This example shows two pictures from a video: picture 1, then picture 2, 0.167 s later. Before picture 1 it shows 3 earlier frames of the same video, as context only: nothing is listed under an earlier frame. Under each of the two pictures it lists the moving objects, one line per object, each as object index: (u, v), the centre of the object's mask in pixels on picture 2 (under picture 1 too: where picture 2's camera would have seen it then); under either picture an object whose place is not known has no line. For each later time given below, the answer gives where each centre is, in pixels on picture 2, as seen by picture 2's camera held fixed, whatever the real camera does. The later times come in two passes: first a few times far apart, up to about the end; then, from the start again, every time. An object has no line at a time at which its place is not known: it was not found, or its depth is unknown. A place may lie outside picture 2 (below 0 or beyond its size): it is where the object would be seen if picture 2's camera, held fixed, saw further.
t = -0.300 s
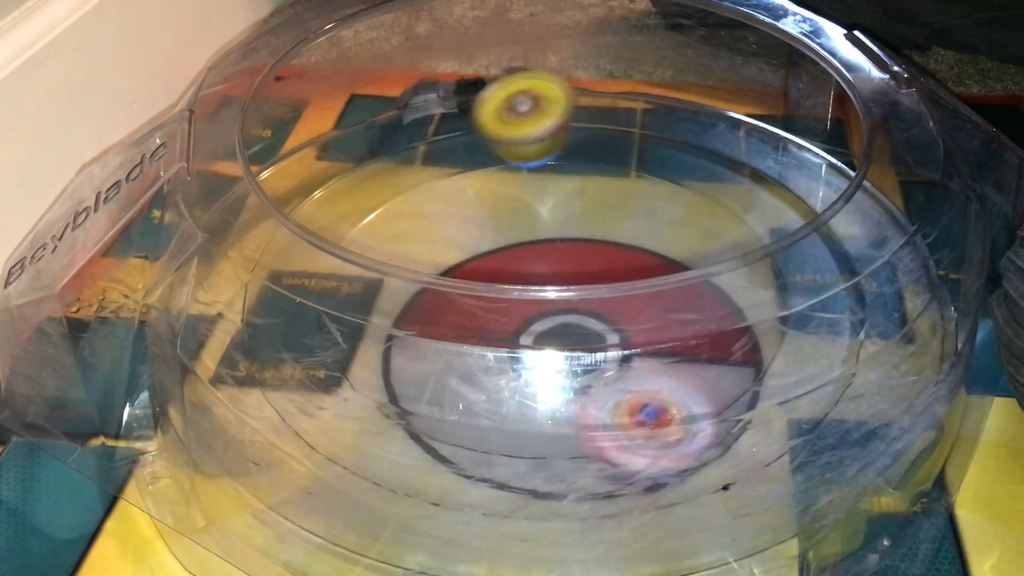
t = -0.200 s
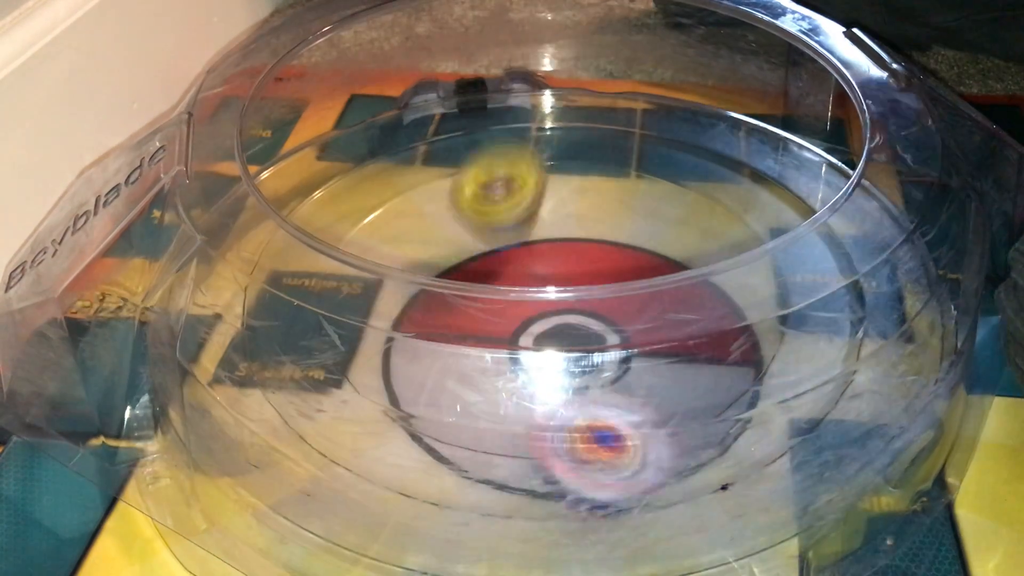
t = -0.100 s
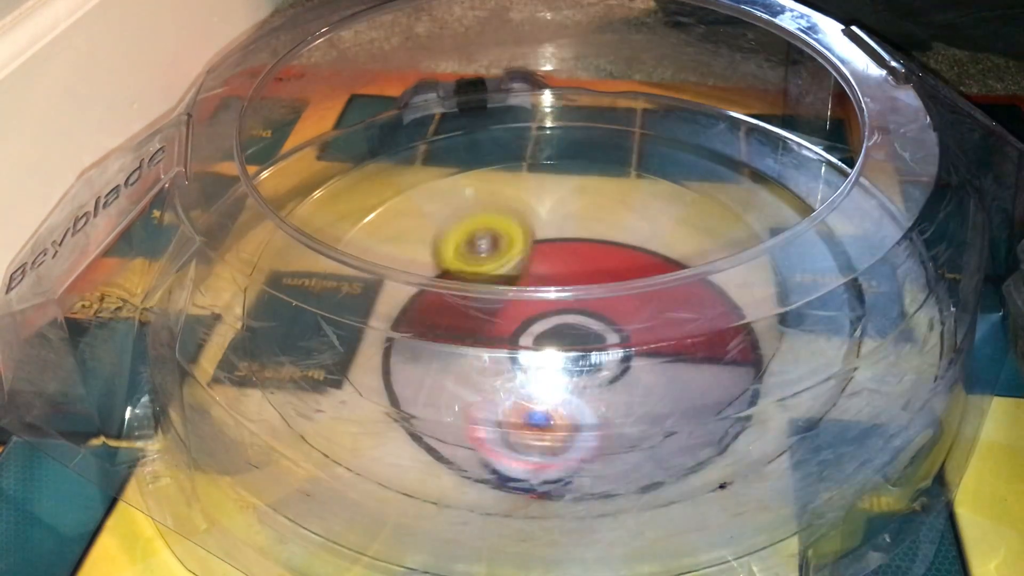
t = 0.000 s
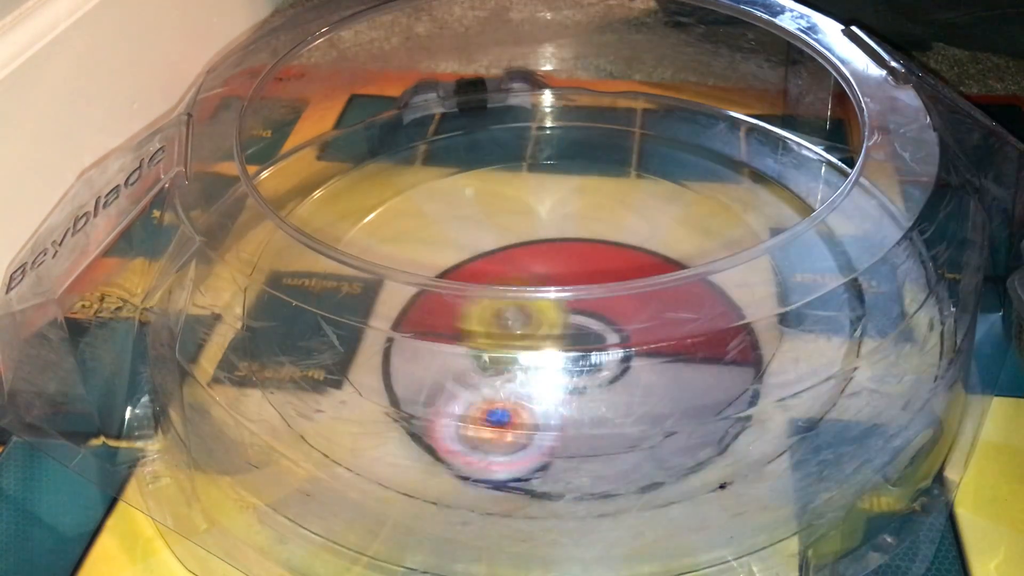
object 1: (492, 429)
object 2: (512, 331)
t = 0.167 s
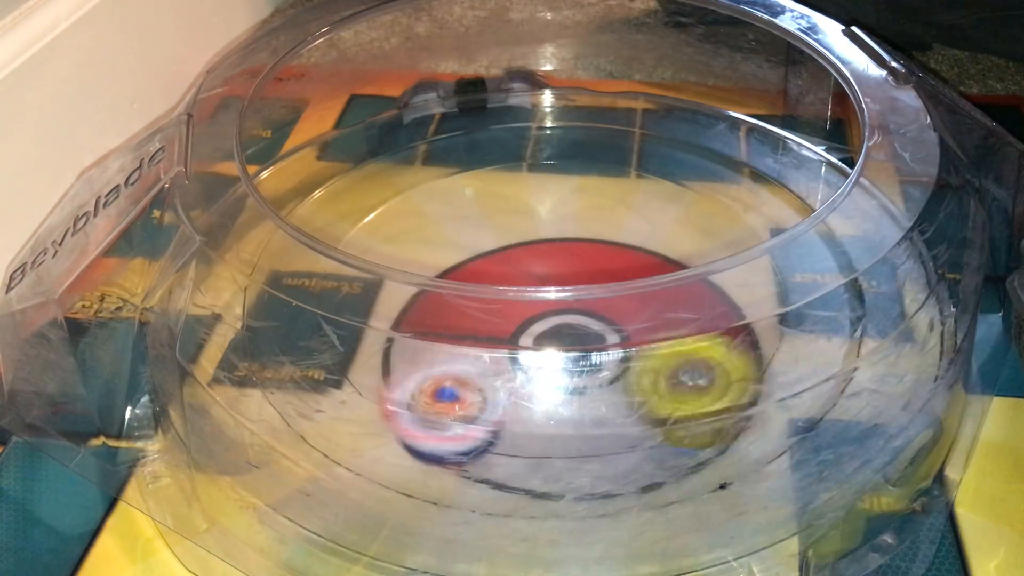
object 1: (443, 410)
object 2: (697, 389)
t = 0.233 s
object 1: (430, 385)
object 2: (774, 400)
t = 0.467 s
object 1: (434, 253)
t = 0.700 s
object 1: (644, 152)
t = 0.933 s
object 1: (799, 174)
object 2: (641, 300)
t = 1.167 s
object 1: (814, 228)
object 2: (432, 223)
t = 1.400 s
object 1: (689, 306)
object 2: (343, 311)
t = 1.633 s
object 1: (438, 249)
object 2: (527, 414)
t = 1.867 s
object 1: (487, 128)
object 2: (612, 436)
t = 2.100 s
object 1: (630, 175)
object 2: (603, 377)
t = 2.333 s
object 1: (729, 224)
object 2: (506, 311)
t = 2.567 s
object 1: (695, 228)
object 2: (451, 290)
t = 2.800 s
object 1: (554, 240)
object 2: (487, 301)
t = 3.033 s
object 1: (560, 184)
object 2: (506, 291)
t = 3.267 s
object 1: (592, 159)
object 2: (523, 284)
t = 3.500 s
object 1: (617, 179)
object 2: (557, 272)
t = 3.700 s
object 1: (618, 240)
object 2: (509, 287)
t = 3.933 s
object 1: (606, 281)
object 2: (446, 329)
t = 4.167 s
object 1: (570, 263)
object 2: (444, 325)
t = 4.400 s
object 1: (593, 215)
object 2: (505, 279)
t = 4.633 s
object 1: (636, 232)
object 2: (520, 233)
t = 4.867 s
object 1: (522, 294)
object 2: (526, 217)
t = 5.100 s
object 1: (431, 247)
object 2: (560, 251)
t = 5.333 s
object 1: (523, 234)
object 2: (626, 279)
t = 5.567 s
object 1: (580, 244)
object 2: (663, 305)
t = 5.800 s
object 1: (499, 256)
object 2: (612, 329)
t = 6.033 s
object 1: (484, 236)
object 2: (518, 314)
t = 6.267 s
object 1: (563, 251)
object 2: (493, 308)
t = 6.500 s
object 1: (608, 296)
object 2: (499, 281)
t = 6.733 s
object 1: (533, 302)
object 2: (516, 226)
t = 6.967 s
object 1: (543, 264)
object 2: (535, 195)
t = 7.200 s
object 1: (590, 268)
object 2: (555, 218)
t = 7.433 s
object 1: (544, 322)
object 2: (572, 255)
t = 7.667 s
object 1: (479, 296)
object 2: (593, 289)
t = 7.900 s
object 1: (502, 232)
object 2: (595, 284)
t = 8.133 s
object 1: (577, 207)
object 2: (570, 297)
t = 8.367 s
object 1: (617, 251)
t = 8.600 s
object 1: (602, 297)
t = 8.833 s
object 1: (566, 287)
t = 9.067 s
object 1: (606, 263)
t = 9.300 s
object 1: (636, 292)
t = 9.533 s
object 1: (577, 323)
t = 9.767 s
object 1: (483, 321)
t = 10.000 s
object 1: (448, 276)
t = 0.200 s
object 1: (435, 400)
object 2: (736, 396)
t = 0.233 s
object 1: (430, 385)
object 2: (774, 400)
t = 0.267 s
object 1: (421, 378)
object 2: (797, 382)
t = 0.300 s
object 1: (423, 360)
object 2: (820, 382)
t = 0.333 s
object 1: (417, 344)
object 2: (838, 381)
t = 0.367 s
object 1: (413, 327)
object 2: (856, 380)
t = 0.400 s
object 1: (412, 307)
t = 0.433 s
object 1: (419, 283)
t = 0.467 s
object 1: (434, 253)
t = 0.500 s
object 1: (448, 237)
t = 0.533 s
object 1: (472, 215)
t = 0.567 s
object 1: (500, 197)
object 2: (845, 363)
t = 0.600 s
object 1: (534, 181)
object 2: (835, 362)
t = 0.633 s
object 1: (571, 165)
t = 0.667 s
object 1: (609, 157)
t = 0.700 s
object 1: (644, 152)
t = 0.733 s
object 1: (675, 149)
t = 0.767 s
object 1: (705, 152)
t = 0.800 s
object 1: (733, 158)
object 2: (731, 342)
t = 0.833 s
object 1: (754, 165)
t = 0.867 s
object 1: (773, 169)
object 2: (687, 329)
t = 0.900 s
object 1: (789, 172)
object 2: (668, 320)
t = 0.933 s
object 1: (799, 174)
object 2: (641, 300)
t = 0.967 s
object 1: (806, 176)
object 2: (613, 282)
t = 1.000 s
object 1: (809, 179)
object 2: (583, 258)
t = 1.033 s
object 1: (822, 195)
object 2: (553, 253)
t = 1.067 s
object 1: (824, 205)
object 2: (517, 244)
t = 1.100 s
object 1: (824, 216)
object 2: (487, 235)
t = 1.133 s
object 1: (819, 223)
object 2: (459, 225)
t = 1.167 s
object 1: (814, 228)
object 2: (432, 223)
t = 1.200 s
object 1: (806, 234)
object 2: (410, 224)
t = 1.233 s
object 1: (796, 240)
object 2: (388, 226)
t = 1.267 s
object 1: (784, 245)
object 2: (371, 236)
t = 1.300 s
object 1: (770, 256)
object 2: (354, 253)
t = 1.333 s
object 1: (747, 267)
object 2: (344, 269)
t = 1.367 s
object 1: (721, 280)
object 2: (335, 295)
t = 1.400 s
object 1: (689, 306)
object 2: (343, 311)
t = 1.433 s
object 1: (658, 314)
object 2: (355, 325)
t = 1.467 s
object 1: (613, 323)
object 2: (374, 344)
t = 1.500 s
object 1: (565, 324)
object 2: (402, 362)
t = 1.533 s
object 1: (512, 317)
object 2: (441, 378)
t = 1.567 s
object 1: (479, 300)
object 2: (467, 394)
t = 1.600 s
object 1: (456, 283)
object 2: (494, 406)
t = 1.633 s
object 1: (438, 249)
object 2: (527, 414)
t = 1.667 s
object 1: (428, 227)
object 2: (553, 425)
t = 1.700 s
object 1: (427, 203)
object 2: (573, 432)
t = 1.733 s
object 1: (431, 180)
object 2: (591, 438)
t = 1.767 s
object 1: (441, 160)
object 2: (602, 440)
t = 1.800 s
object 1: (454, 146)
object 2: (608, 439)
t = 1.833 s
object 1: (468, 135)
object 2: (611, 437)
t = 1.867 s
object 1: (487, 128)
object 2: (612, 436)
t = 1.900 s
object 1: (506, 125)
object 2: (612, 433)
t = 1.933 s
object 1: (530, 126)
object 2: (609, 427)
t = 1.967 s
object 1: (556, 131)
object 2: (608, 422)
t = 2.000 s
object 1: (578, 137)
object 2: (606, 413)
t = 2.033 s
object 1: (596, 147)
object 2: (604, 406)
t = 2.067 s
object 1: (614, 160)
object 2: (602, 398)
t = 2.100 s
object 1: (630, 175)
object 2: (603, 377)
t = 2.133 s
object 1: (643, 197)
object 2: (603, 362)
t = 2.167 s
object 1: (653, 224)
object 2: (607, 342)
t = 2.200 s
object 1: (656, 240)
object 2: (607, 330)
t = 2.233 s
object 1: (678, 240)
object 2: (581, 332)
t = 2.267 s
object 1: (696, 232)
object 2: (553, 322)
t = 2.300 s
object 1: (717, 229)
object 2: (527, 317)
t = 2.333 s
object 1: (729, 224)
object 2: (506, 311)
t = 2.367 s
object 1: (736, 221)
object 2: (490, 305)
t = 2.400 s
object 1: (738, 220)
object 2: (477, 302)
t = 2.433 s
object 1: (738, 219)
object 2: (467, 298)
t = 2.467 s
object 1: (733, 221)
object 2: (460, 294)
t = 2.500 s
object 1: (723, 224)
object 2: (455, 293)
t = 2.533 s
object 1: (711, 226)
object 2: (452, 291)
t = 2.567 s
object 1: (695, 228)
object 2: (451, 290)
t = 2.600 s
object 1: (677, 232)
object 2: (451, 291)
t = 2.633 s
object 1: (657, 235)
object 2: (453, 292)
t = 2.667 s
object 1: (635, 237)
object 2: (457, 293)
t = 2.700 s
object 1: (612, 241)
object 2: (463, 296)
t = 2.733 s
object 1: (590, 242)
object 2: (472, 298)
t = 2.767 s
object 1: (568, 243)
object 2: (482, 300)
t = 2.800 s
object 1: (554, 240)
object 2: (487, 301)
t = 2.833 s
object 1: (553, 228)
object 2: (482, 303)
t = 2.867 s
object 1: (556, 215)
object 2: (480, 304)
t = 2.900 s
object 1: (557, 206)
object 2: (480, 303)
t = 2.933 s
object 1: (559, 200)
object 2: (483, 301)
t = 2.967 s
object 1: (559, 195)
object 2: (488, 298)
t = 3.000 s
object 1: (560, 188)
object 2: (496, 295)
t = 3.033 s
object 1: (560, 184)
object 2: (506, 291)
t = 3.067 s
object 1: (561, 182)
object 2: (515, 286)
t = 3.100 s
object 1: (561, 183)
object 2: (524, 280)
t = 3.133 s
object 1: (562, 187)
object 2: (532, 273)
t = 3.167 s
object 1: (561, 189)
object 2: (532, 270)
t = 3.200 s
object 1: (571, 175)
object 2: (525, 278)
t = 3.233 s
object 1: (582, 166)
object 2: (523, 282)
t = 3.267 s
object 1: (592, 159)
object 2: (523, 284)
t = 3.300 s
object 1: (599, 153)
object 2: (526, 285)
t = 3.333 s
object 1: (605, 149)
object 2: (530, 285)
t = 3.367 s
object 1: (612, 147)
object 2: (535, 284)
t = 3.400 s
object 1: (617, 149)
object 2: (541, 282)
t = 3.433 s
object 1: (620, 156)
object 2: (547, 280)
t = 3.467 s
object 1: (620, 166)
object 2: (552, 276)
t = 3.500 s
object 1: (617, 179)
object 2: (557, 272)
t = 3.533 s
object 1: (611, 194)
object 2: (558, 268)
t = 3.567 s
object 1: (612, 202)
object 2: (549, 270)
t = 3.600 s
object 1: (617, 209)
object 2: (539, 274)
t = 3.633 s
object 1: (619, 220)
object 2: (532, 278)
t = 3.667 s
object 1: (616, 232)
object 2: (524, 282)
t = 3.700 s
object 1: (618, 240)
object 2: (509, 287)
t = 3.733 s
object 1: (621, 245)
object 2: (497, 293)
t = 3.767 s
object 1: (618, 254)
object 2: (490, 299)
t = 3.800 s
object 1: (611, 261)
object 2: (487, 305)
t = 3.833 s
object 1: (602, 273)
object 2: (487, 316)
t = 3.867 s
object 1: (598, 278)
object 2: (471, 322)
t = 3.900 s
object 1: (603, 280)
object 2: (455, 327)
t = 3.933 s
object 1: (606, 281)
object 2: (446, 329)
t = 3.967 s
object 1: (607, 282)
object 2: (437, 329)
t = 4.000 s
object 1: (606, 282)
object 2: (432, 329)
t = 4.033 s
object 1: (601, 283)
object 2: (430, 330)
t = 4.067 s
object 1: (595, 282)
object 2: (430, 329)
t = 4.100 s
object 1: (589, 275)
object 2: (433, 329)
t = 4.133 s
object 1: (578, 266)
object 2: (437, 328)
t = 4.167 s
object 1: (570, 263)
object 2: (444, 325)
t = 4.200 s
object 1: (566, 258)
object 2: (451, 319)
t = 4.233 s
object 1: (563, 251)
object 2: (461, 313)
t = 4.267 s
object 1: (561, 246)
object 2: (472, 304)
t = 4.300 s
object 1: (563, 236)
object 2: (486, 297)
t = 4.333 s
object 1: (566, 232)
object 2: (496, 292)
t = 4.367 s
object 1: (578, 224)
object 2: (501, 286)
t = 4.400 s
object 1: (593, 215)
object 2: (505, 279)
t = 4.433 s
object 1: (605, 208)
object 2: (508, 271)
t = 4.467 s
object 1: (616, 205)
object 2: (512, 256)
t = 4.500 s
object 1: (626, 204)
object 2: (515, 251)
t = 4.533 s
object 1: (635, 206)
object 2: (517, 245)
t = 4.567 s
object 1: (640, 211)
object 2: (518, 242)
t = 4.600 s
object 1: (640, 219)
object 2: (519, 237)
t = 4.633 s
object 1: (636, 232)
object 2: (520, 233)
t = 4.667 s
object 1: (627, 243)
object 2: (521, 228)
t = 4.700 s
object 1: (613, 251)
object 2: (522, 225)
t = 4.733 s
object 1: (599, 259)
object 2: (521, 223)
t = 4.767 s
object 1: (582, 264)
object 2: (521, 220)
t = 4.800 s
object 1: (568, 286)
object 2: (522, 218)
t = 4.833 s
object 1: (545, 292)
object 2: (524, 217)
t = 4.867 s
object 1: (522, 294)
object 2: (526, 217)
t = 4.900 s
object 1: (499, 292)
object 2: (529, 219)
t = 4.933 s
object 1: (480, 291)
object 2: (533, 228)
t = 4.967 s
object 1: (465, 284)
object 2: (536, 234)
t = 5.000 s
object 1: (451, 274)
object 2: (540, 239)
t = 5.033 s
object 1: (441, 258)
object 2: (545, 244)
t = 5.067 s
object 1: (434, 252)
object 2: (552, 248)
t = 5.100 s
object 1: (431, 247)
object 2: (560, 251)
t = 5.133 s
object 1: (434, 240)
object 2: (570, 262)
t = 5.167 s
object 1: (442, 236)
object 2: (579, 267)
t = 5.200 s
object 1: (452, 231)
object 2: (591, 272)
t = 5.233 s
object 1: (467, 229)
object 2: (602, 275)
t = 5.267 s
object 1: (485, 229)
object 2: (611, 277)
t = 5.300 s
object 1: (503, 231)
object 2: (620, 278)
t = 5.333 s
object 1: (523, 234)
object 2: (626, 279)
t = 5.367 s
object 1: (544, 236)
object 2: (631, 280)
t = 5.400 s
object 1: (551, 236)
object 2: (643, 286)
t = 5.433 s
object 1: (559, 231)
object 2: (654, 290)
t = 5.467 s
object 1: (567, 229)
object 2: (660, 295)
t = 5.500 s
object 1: (574, 232)
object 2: (664, 298)
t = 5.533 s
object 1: (578, 237)
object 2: (665, 301)
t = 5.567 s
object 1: (580, 244)
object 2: (663, 305)
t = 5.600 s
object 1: (577, 250)
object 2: (659, 310)
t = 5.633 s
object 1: (566, 257)
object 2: (656, 319)
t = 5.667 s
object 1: (554, 259)
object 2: (652, 323)
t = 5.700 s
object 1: (540, 259)
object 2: (645, 324)
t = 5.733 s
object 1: (527, 260)
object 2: (637, 326)
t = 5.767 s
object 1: (512, 258)
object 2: (626, 328)
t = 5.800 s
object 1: (499, 256)
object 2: (612, 329)
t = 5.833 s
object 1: (489, 254)
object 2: (599, 331)
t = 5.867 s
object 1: (481, 248)
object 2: (587, 324)
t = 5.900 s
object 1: (476, 244)
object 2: (573, 324)
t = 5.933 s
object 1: (473, 241)
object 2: (560, 323)
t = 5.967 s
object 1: (474, 240)
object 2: (545, 318)
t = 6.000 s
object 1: (478, 239)
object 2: (530, 323)
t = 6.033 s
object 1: (484, 236)
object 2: (518, 314)
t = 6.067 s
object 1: (492, 232)
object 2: (511, 323)
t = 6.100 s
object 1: (501, 231)
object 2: (506, 323)
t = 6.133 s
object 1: (516, 233)
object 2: (502, 323)
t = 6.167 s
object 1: (529, 237)
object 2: (499, 323)
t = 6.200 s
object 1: (541, 242)
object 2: (497, 322)
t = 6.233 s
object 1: (551, 248)
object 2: (496, 313)
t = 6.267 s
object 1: (563, 251)
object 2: (493, 308)
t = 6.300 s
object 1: (575, 254)
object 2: (490, 306)
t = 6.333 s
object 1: (585, 261)
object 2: (489, 303)
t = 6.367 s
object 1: (594, 263)
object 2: (490, 301)
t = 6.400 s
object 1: (600, 265)
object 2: (491, 297)
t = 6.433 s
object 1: (609, 274)
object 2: (493, 293)
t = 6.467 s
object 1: (609, 285)
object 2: (496, 287)
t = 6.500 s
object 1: (608, 296)
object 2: (499, 281)
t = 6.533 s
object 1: (600, 301)
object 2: (502, 274)
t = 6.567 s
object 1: (588, 307)
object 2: (506, 257)
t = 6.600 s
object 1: (573, 316)
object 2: (510, 254)
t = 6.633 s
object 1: (562, 309)
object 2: (512, 249)
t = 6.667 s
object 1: (549, 306)
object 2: (513, 243)
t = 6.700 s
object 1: (542, 304)
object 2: (515, 236)
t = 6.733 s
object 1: (533, 302)
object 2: (516, 226)
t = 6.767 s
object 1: (526, 299)
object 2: (517, 219)
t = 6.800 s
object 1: (523, 297)
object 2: (518, 213)
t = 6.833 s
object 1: (522, 292)
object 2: (521, 207)
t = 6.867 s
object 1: (524, 285)
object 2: (525, 202)
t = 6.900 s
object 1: (528, 278)
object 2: (529, 199)
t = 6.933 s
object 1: (534, 266)
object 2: (532, 197)
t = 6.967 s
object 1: (543, 264)
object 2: (535, 195)
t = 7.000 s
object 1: (553, 264)
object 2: (537, 194)
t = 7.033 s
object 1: (562, 264)
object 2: (540, 193)
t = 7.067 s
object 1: (571, 264)
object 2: (543, 195)
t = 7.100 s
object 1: (579, 265)
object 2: (546, 199)
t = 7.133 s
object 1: (585, 266)
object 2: (549, 204)
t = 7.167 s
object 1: (589, 266)
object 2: (552, 209)
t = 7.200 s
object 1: (590, 268)
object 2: (555, 218)
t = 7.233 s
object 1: (587, 271)
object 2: (558, 224)
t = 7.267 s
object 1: (589, 298)
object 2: (559, 228)
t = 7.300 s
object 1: (585, 308)
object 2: (561, 235)
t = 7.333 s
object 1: (577, 318)
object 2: (563, 243)
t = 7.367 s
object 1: (567, 320)
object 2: (564, 250)
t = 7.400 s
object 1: (555, 321)
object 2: (568, 252)
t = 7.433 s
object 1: (544, 322)
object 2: (572, 255)
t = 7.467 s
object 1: (530, 323)
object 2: (576, 258)
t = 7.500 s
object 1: (516, 323)
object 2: (582, 270)
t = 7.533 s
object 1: (506, 323)
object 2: (585, 276)
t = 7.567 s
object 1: (496, 320)
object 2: (587, 281)
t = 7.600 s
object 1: (487, 318)
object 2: (588, 285)
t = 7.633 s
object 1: (485, 300)
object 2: (589, 288)
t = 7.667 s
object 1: (479, 296)
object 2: (593, 289)
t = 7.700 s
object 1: (474, 287)
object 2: (600, 288)
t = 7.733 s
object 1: (469, 276)
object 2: (603, 287)
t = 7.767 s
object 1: (470, 259)
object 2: (605, 287)
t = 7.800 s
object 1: (473, 255)
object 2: (605, 286)
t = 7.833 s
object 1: (480, 245)
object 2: (604, 286)
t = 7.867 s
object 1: (492, 237)
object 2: (601, 285)
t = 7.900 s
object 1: (502, 232)
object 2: (595, 284)
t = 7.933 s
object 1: (516, 225)
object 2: (590, 283)
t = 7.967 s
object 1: (525, 217)
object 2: (589, 286)
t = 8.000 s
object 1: (535, 211)
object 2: (587, 289)
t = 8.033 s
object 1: (544, 208)
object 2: (584, 291)
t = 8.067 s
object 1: (556, 205)
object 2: (580, 293)
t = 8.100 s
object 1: (566, 206)
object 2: (575, 295)
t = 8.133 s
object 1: (577, 207)
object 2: (570, 297)
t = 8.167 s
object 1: (587, 212)
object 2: (564, 297)
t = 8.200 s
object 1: (594, 218)
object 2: (557, 298)
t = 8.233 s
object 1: (600, 225)
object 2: (549, 299)
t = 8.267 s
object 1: (605, 232)
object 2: (538, 301)
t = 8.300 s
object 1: (611, 239)
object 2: (528, 303)
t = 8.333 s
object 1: (617, 244)
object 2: (520, 306)
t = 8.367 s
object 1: (617, 251)
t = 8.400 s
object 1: (615, 258)
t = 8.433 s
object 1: (611, 263)
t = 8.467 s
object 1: (608, 265)
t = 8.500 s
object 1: (609, 279)
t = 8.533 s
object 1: (601, 296)
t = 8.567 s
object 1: (601, 296)
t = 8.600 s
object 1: (602, 297)
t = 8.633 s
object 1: (602, 302)
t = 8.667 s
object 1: (601, 302)
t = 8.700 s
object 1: (598, 302)
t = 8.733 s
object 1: (591, 302)
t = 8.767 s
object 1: (582, 299)
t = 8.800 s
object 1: (573, 296)
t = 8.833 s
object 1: (566, 287)
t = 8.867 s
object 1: (569, 283)
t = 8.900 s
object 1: (572, 279)
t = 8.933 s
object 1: (577, 273)
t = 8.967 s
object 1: (583, 265)
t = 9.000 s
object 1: (590, 264)
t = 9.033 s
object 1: (599, 264)
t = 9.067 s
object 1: (606, 263)
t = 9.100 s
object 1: (613, 262)
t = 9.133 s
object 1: (616, 261)
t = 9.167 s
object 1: (619, 262)
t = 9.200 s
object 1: (626, 263)
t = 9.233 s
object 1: (627, 265)
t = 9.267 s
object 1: (632, 280)
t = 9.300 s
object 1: (636, 292)
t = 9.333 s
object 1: (635, 293)
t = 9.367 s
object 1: (626, 301)
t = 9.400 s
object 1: (618, 305)
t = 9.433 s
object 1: (609, 309)
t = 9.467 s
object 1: (601, 315)
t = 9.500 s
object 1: (591, 318)
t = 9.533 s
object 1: (577, 323)
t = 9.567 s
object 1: (566, 324)
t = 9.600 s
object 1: (554, 324)
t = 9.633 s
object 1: (538, 323)
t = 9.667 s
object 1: (527, 323)
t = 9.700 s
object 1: (512, 324)
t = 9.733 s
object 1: (496, 321)
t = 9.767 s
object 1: (483, 321)
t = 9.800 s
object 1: (473, 319)
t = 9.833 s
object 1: (465, 316)
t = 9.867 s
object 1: (461, 301)
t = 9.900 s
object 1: (459, 297)
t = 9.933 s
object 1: (456, 291)
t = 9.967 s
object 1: (452, 284)
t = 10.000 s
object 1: (448, 276)
